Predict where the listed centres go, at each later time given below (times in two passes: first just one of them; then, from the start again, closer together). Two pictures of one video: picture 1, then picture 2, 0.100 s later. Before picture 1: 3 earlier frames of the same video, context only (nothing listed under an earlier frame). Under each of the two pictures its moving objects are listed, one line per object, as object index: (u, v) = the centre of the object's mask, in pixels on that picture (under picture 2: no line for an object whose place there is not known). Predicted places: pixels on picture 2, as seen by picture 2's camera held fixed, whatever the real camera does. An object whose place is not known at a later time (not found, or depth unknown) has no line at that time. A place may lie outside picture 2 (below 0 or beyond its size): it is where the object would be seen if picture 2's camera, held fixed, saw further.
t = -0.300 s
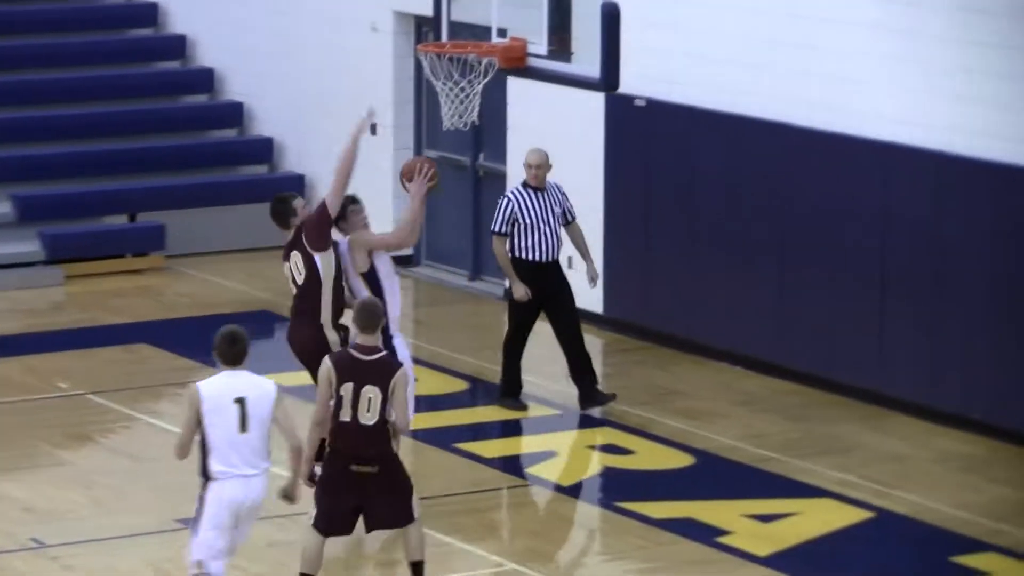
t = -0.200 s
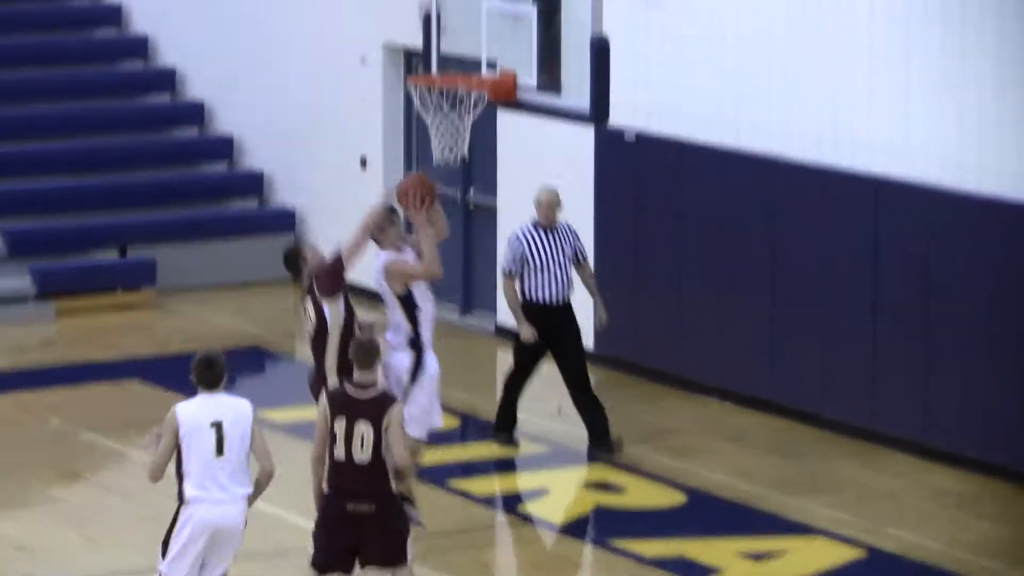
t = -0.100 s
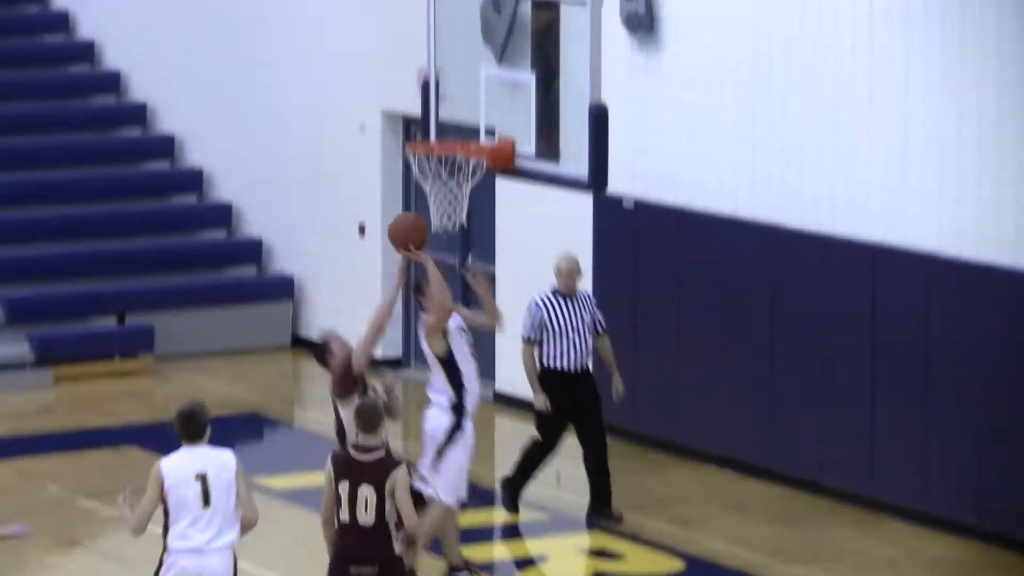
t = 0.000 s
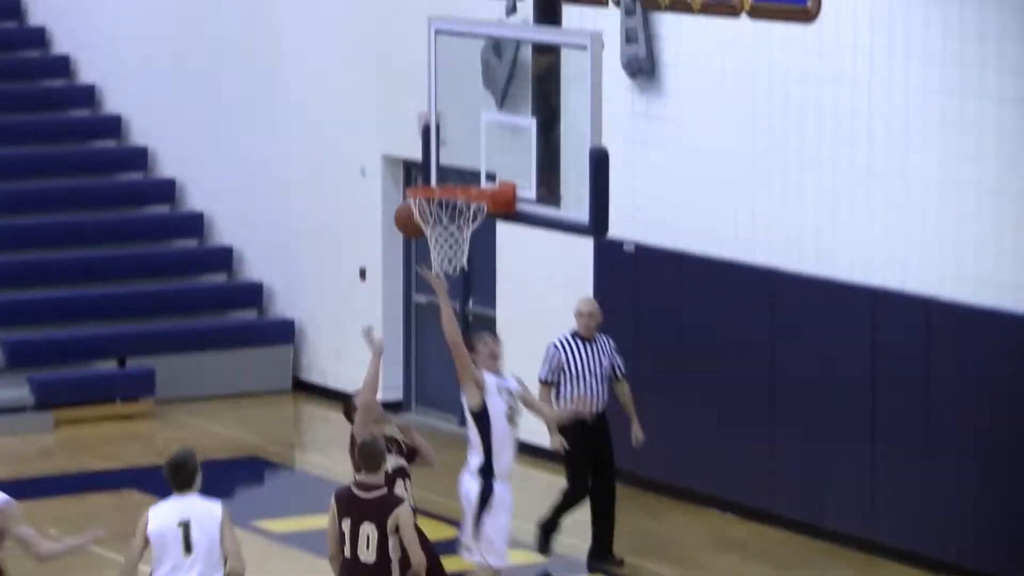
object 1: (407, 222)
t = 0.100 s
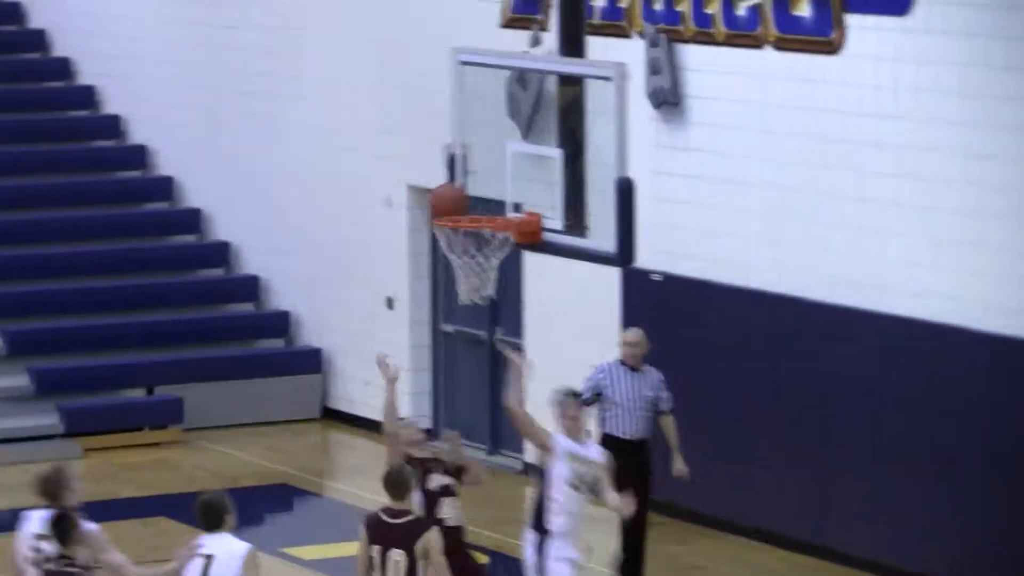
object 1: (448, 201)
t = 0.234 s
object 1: (454, 172)
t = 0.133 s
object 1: (449, 194)
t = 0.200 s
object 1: (452, 178)
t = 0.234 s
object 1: (454, 172)
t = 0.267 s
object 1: (457, 168)
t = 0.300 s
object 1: (459, 166)
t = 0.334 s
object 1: (461, 166)
